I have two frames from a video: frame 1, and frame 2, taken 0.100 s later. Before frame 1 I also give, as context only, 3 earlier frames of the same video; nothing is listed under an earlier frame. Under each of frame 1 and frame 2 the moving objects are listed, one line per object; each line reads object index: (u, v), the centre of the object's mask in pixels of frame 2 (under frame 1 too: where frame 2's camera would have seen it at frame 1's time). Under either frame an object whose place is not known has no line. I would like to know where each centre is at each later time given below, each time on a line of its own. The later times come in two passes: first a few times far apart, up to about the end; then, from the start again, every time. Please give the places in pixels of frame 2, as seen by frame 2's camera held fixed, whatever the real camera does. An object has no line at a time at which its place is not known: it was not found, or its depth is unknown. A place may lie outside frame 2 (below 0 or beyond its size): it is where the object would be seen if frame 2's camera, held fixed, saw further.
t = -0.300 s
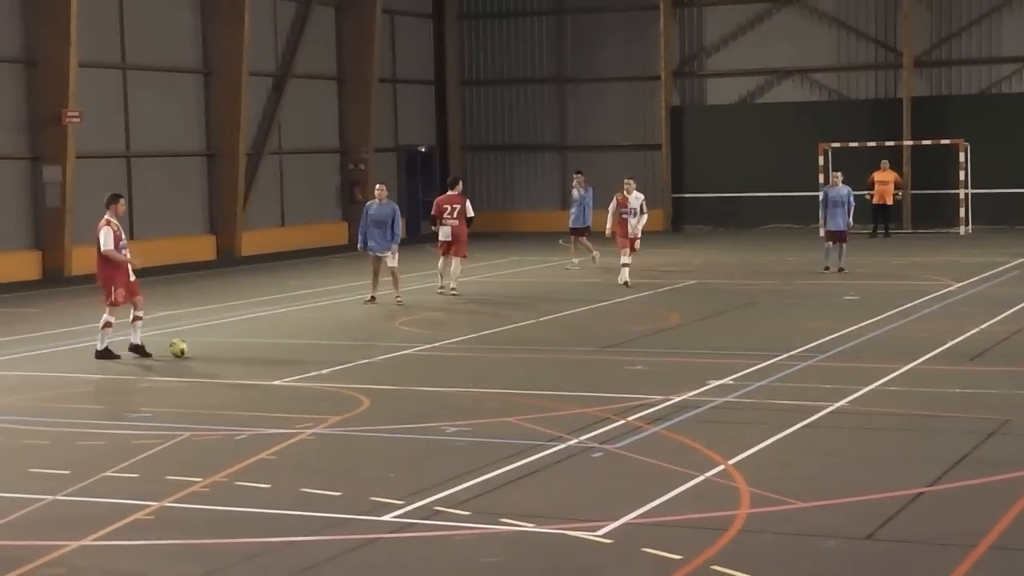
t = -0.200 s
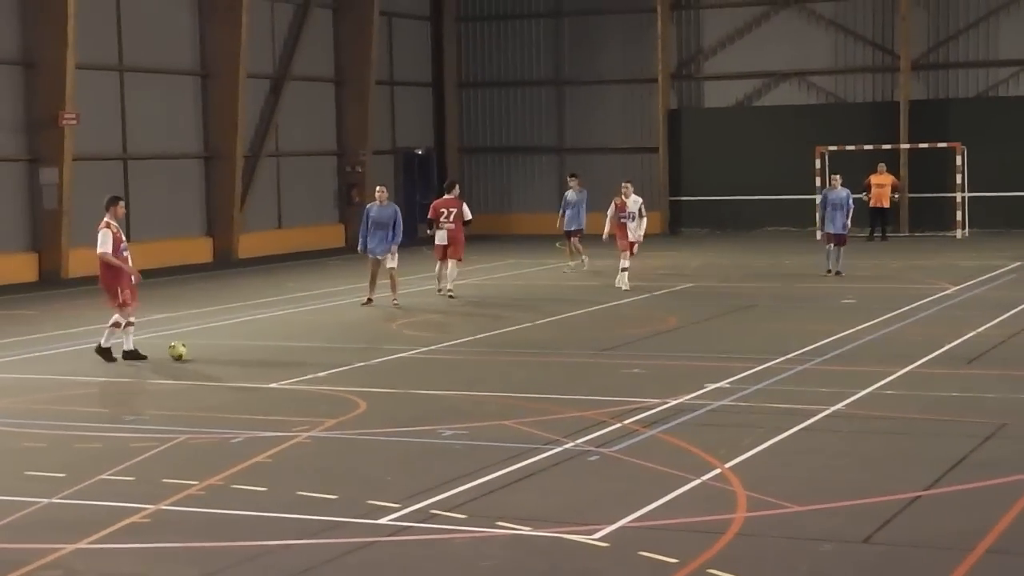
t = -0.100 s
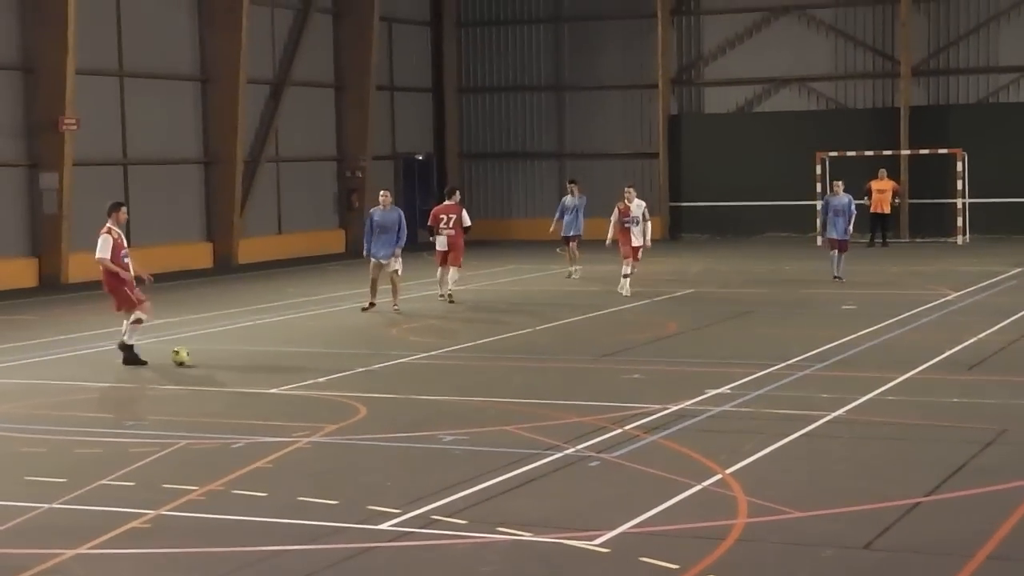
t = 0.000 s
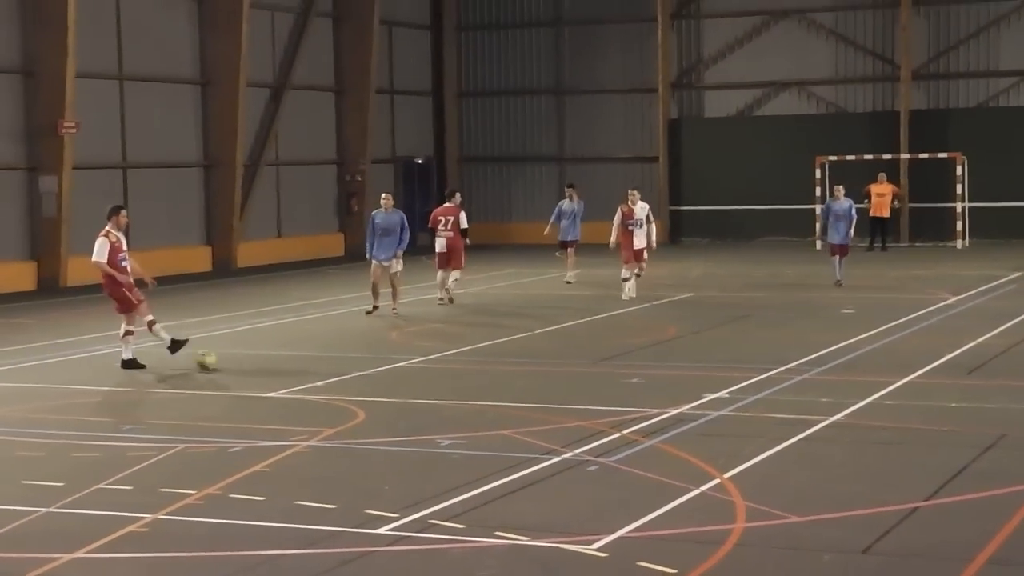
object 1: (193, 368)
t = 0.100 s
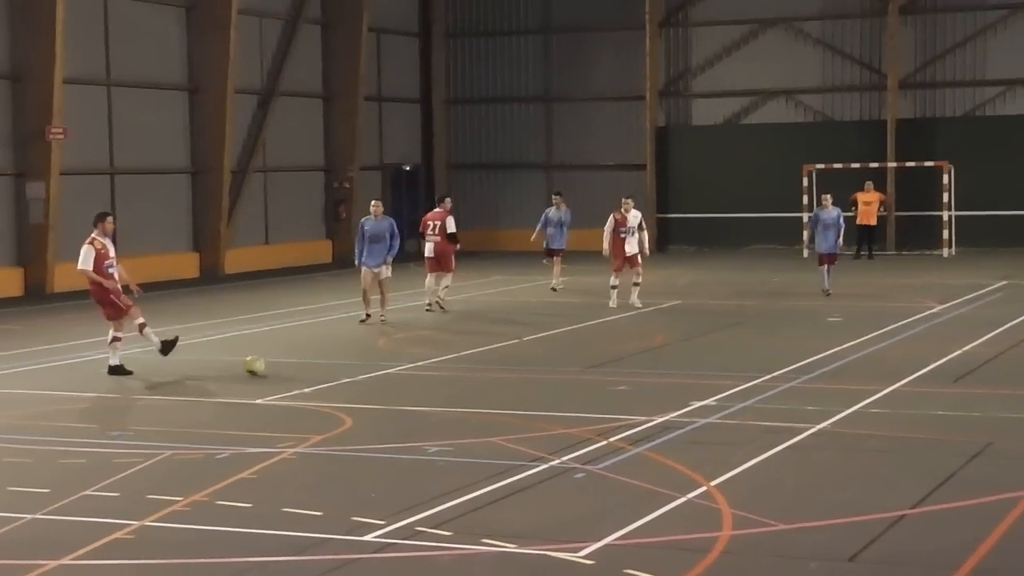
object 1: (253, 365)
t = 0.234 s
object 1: (326, 365)
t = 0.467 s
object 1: (445, 361)
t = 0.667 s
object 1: (542, 362)
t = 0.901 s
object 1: (654, 360)
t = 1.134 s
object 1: (764, 357)
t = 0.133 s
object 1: (272, 365)
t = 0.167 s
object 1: (291, 366)
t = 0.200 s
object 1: (310, 366)
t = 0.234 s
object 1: (326, 365)
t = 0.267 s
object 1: (344, 364)
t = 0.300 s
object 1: (361, 365)
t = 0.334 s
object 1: (377, 362)
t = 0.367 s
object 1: (394, 363)
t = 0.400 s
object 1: (411, 364)
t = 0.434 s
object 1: (427, 362)
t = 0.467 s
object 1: (445, 361)
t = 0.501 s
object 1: (461, 362)
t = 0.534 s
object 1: (477, 364)
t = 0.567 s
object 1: (494, 361)
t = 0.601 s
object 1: (511, 361)
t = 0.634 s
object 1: (526, 362)
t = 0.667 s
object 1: (542, 362)
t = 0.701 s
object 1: (559, 362)
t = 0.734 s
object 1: (575, 362)
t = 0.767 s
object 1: (591, 362)
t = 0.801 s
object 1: (607, 361)
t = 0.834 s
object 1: (623, 361)
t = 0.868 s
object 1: (639, 360)
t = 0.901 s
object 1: (654, 360)
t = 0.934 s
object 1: (671, 361)
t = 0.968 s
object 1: (685, 360)
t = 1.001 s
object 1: (701, 358)
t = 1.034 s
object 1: (718, 359)
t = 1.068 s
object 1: (732, 359)
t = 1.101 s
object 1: (748, 358)
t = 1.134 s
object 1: (764, 357)
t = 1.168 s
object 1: (780, 359)
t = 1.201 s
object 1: (796, 358)
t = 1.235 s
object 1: (810, 358)
